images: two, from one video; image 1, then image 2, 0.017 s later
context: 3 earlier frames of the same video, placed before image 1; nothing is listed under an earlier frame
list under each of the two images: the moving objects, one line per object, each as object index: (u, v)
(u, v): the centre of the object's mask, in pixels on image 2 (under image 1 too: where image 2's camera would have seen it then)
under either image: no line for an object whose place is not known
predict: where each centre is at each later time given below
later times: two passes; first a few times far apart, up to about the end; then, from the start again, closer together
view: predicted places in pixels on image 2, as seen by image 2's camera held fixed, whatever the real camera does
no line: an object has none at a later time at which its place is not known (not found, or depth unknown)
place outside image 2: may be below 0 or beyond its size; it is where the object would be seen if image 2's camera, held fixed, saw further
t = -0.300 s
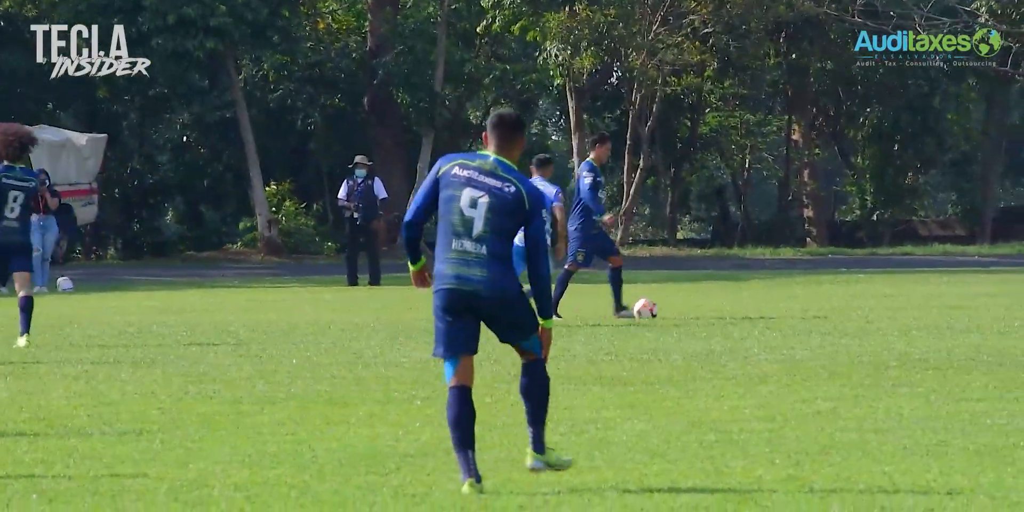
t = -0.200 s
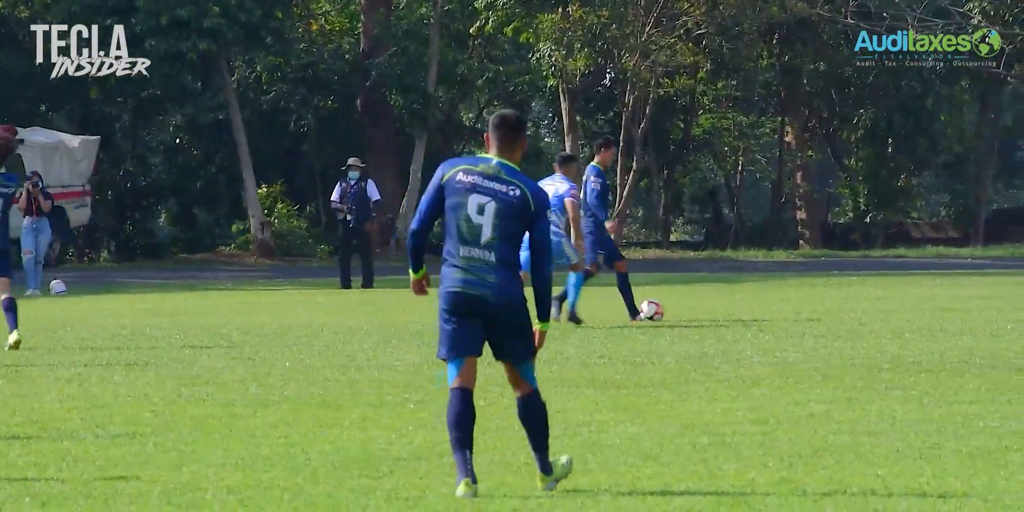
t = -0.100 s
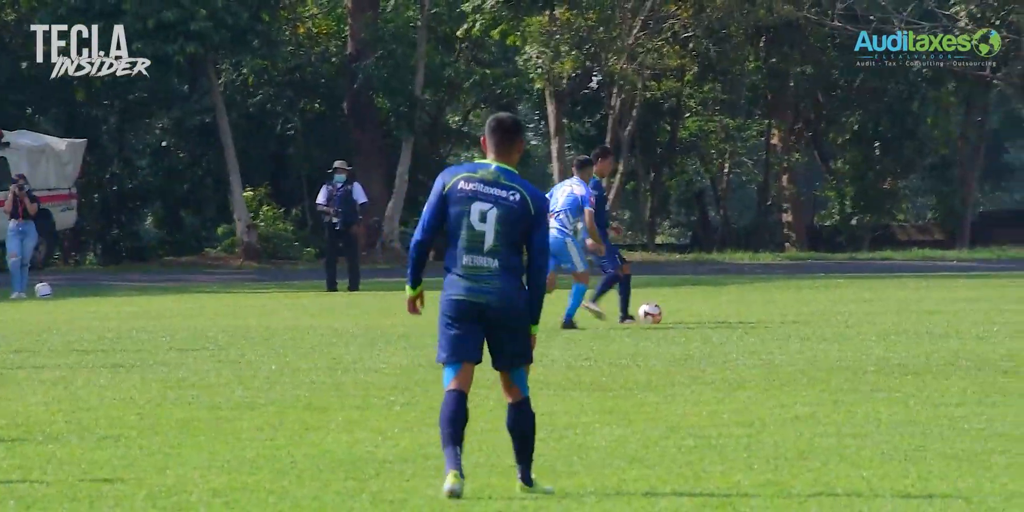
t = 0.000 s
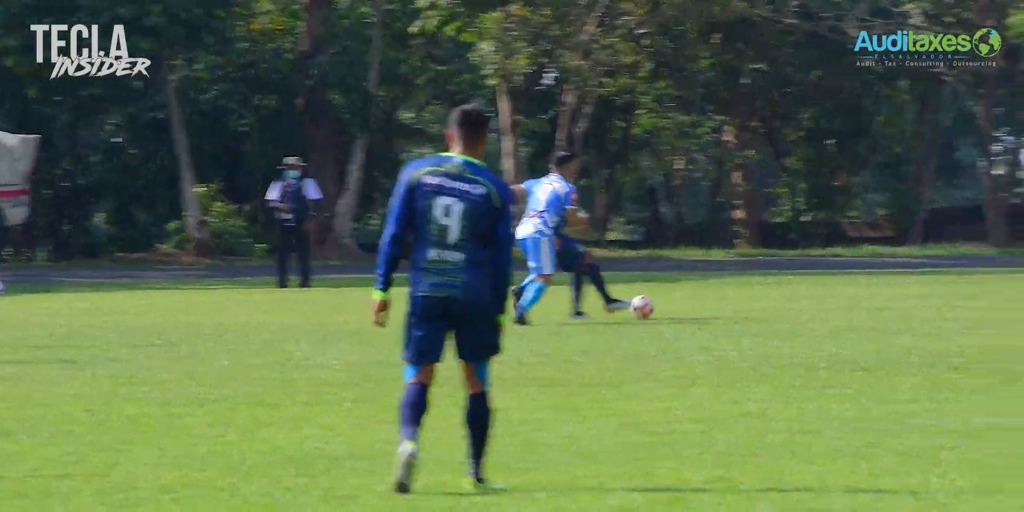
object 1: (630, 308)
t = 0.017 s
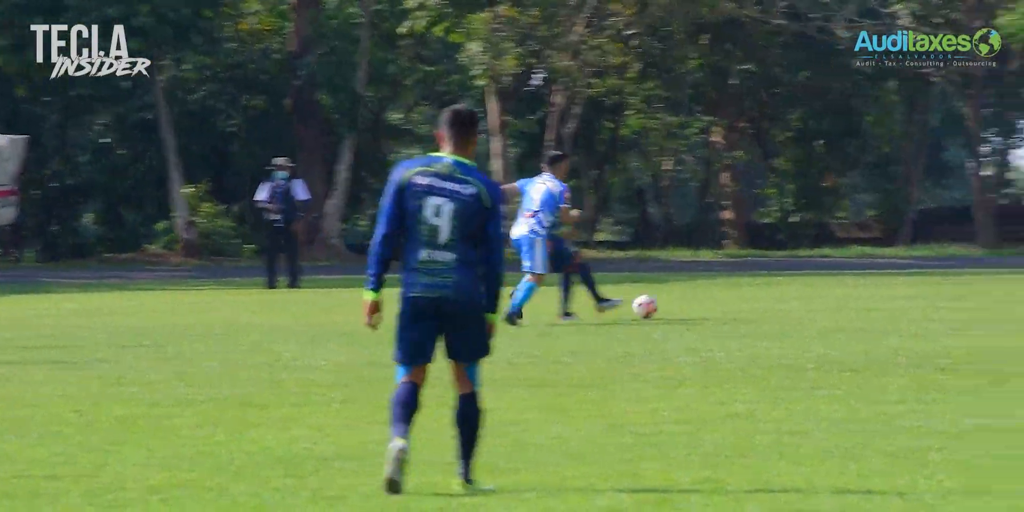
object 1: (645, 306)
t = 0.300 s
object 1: (872, 303)
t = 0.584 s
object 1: (1029, 301)
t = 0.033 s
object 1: (660, 305)
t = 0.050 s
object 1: (675, 304)
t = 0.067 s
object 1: (689, 304)
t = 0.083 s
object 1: (703, 304)
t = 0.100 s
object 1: (718, 303)
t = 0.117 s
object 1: (734, 303)
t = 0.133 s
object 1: (748, 304)
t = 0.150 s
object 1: (761, 304)
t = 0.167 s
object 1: (775, 305)
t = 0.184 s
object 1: (789, 305)
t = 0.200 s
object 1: (802, 306)
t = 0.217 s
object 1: (815, 305)
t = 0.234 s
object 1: (827, 304)
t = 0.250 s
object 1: (838, 303)
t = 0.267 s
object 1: (850, 303)
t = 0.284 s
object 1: (861, 303)
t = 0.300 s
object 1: (872, 303)
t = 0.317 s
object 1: (883, 303)
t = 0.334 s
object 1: (894, 304)
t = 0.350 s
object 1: (905, 303)
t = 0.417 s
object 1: (938, 302)
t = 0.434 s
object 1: (947, 302)
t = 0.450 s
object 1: (957, 300)
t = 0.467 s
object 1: (963, 300)
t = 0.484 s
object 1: (971, 299)
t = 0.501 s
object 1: (982, 299)
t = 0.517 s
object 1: (992, 300)
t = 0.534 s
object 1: (1001, 299)
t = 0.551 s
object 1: (1008, 300)
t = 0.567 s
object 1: (1020, 300)
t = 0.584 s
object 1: (1029, 301)
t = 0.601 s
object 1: (1038, 301)
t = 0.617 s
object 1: (1048, 300)
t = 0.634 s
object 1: (1056, 299)
